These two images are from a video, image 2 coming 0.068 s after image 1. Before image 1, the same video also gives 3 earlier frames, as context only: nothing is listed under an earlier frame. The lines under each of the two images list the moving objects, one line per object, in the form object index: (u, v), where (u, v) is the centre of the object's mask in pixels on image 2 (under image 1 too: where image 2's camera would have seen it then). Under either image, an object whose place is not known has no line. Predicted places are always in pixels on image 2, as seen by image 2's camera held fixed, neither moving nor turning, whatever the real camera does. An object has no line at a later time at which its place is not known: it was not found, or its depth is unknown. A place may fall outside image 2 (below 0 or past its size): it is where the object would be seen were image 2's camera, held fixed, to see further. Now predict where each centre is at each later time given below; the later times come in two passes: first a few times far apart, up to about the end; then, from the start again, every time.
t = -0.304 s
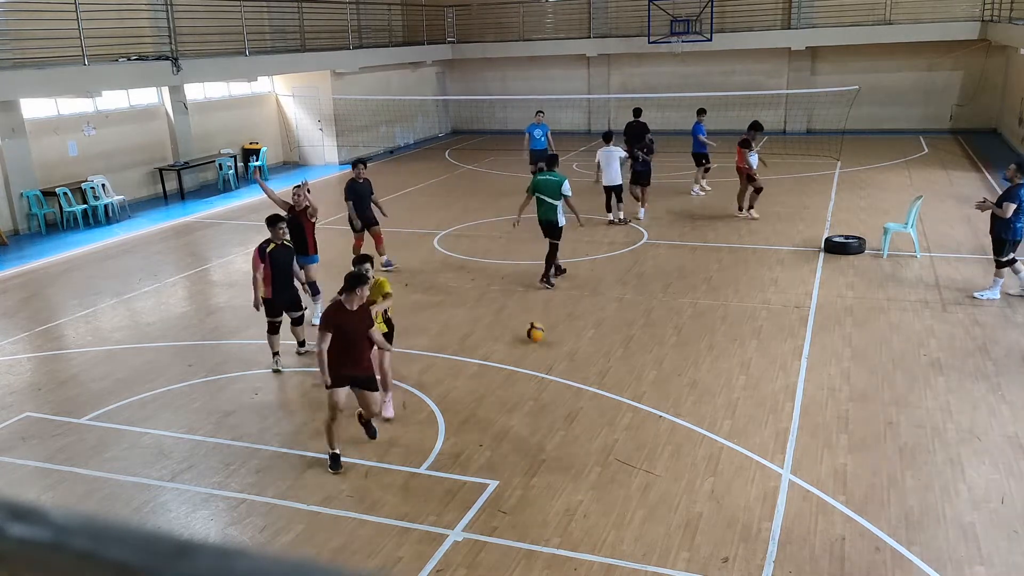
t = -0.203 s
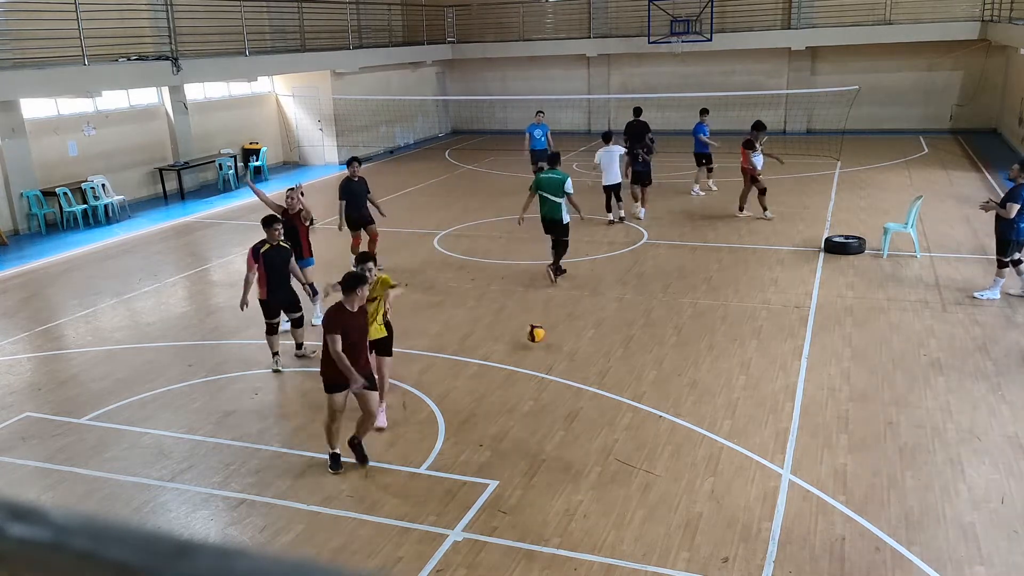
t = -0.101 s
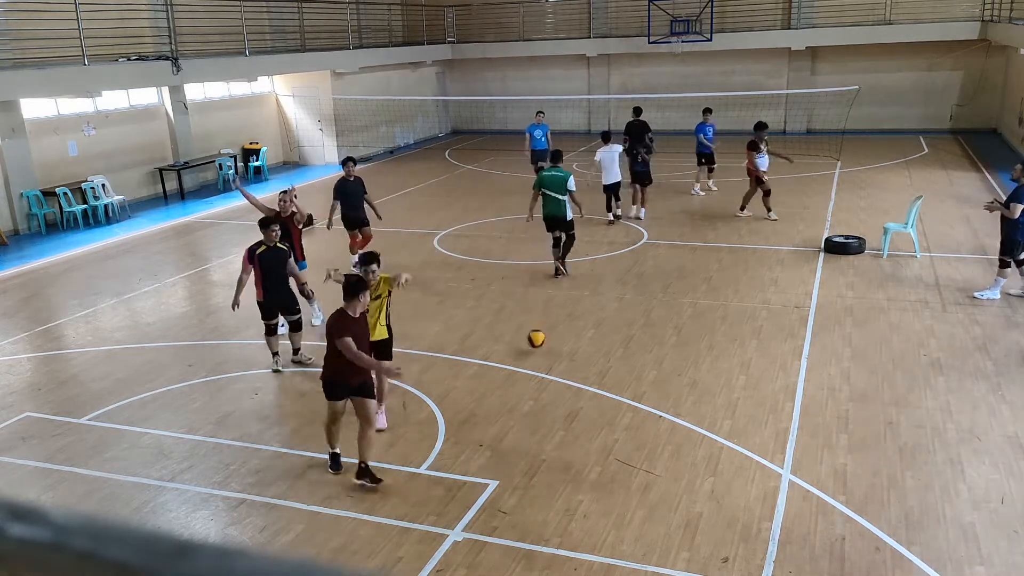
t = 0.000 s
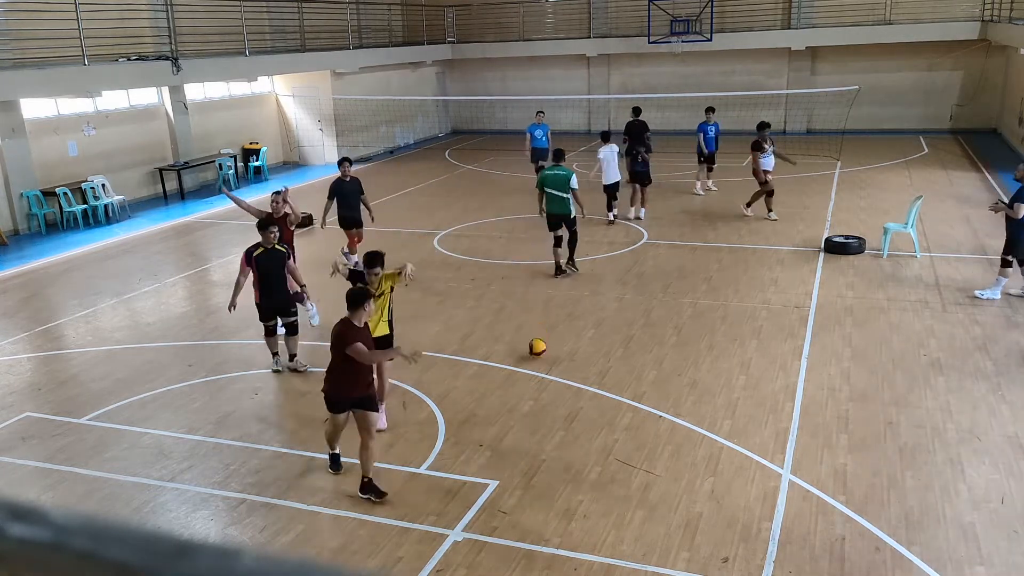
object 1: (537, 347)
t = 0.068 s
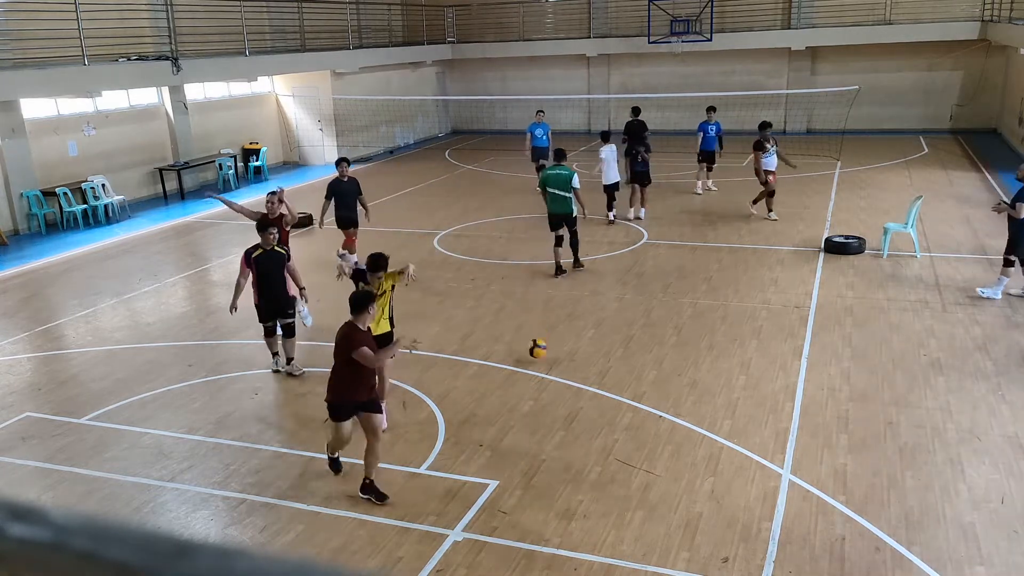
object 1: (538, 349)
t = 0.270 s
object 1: (539, 363)
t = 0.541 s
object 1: (542, 382)
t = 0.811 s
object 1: (545, 401)
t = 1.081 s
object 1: (547, 423)
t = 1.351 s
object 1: (551, 447)
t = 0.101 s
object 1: (538, 350)
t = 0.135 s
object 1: (538, 353)
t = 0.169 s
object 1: (540, 359)
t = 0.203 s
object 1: (540, 363)
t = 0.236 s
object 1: (540, 363)
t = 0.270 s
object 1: (539, 363)
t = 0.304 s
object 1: (539, 364)
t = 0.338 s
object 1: (540, 367)
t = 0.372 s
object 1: (539, 370)
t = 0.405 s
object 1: (540, 375)
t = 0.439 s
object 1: (540, 375)
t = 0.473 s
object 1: (541, 376)
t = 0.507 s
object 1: (541, 378)
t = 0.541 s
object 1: (542, 382)
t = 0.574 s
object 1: (542, 386)
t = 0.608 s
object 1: (542, 386)
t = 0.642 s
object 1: (542, 388)
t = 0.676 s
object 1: (543, 391)
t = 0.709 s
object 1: (544, 395)
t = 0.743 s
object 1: (544, 396)
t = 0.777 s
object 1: (544, 399)
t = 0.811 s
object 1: (545, 401)
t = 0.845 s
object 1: (546, 405)
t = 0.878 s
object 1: (546, 406)
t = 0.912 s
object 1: (547, 409)
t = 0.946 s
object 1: (547, 413)
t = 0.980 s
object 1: (547, 415)
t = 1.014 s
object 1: (546, 417)
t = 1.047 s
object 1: (547, 421)
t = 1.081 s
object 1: (547, 423)
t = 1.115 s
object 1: (548, 427)
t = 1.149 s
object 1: (548, 429)
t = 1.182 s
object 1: (549, 433)
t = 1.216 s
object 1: (549, 435)
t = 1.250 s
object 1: (549, 437)
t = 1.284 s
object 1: (551, 440)
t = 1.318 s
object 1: (551, 444)
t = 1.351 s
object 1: (551, 447)
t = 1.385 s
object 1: (551, 449)
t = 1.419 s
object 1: (551, 452)
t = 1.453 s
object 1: (552, 456)
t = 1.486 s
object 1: (553, 459)
